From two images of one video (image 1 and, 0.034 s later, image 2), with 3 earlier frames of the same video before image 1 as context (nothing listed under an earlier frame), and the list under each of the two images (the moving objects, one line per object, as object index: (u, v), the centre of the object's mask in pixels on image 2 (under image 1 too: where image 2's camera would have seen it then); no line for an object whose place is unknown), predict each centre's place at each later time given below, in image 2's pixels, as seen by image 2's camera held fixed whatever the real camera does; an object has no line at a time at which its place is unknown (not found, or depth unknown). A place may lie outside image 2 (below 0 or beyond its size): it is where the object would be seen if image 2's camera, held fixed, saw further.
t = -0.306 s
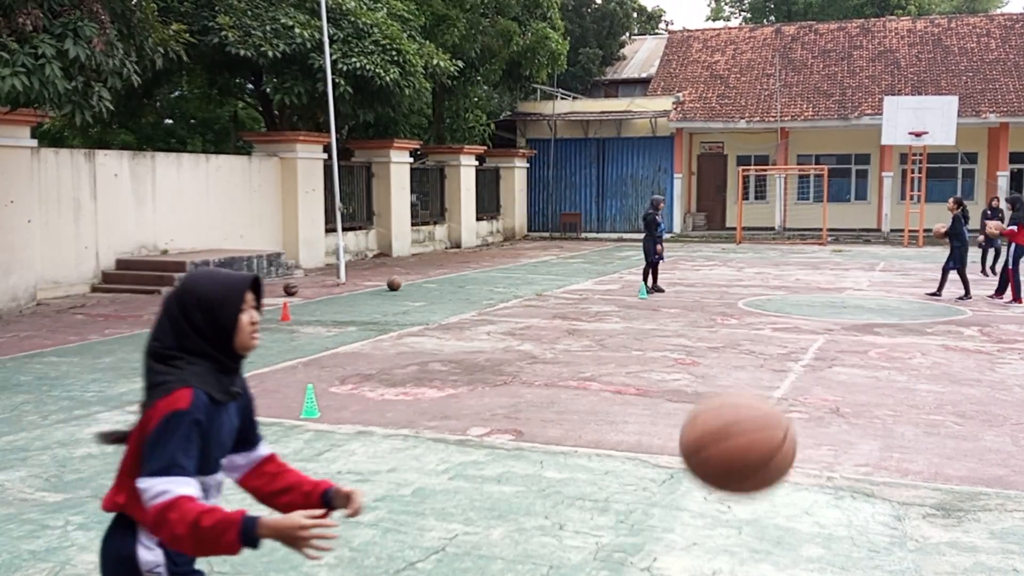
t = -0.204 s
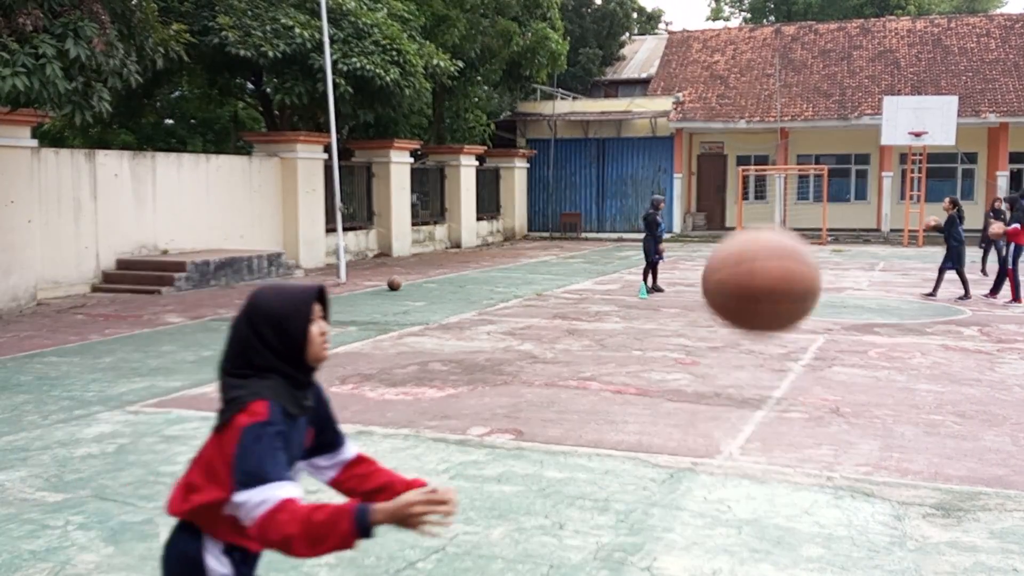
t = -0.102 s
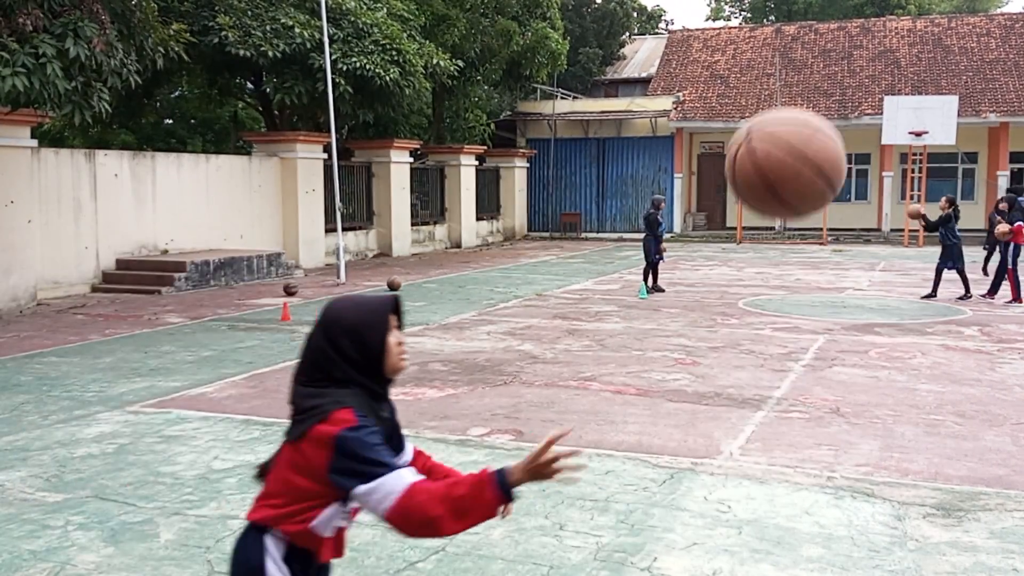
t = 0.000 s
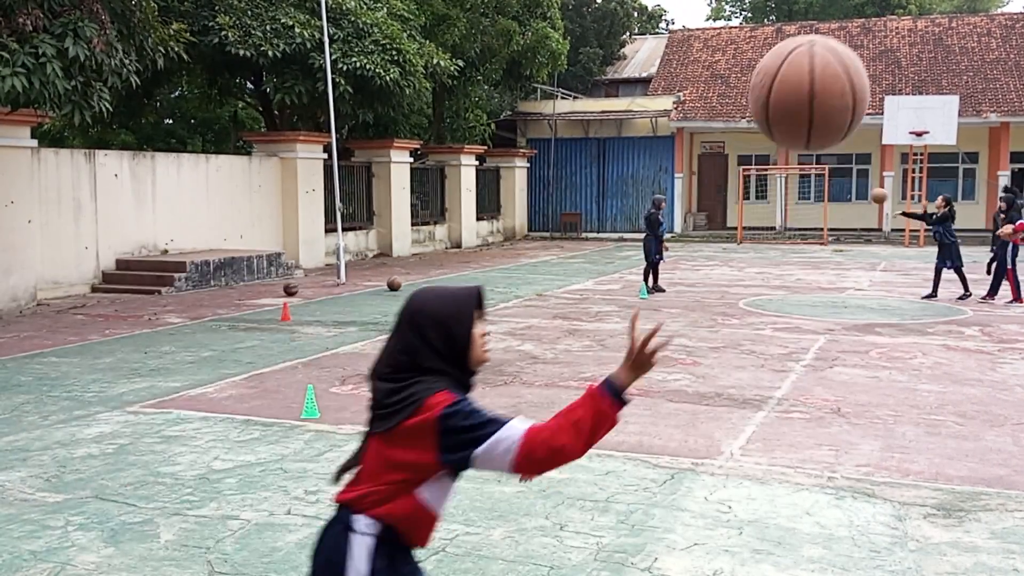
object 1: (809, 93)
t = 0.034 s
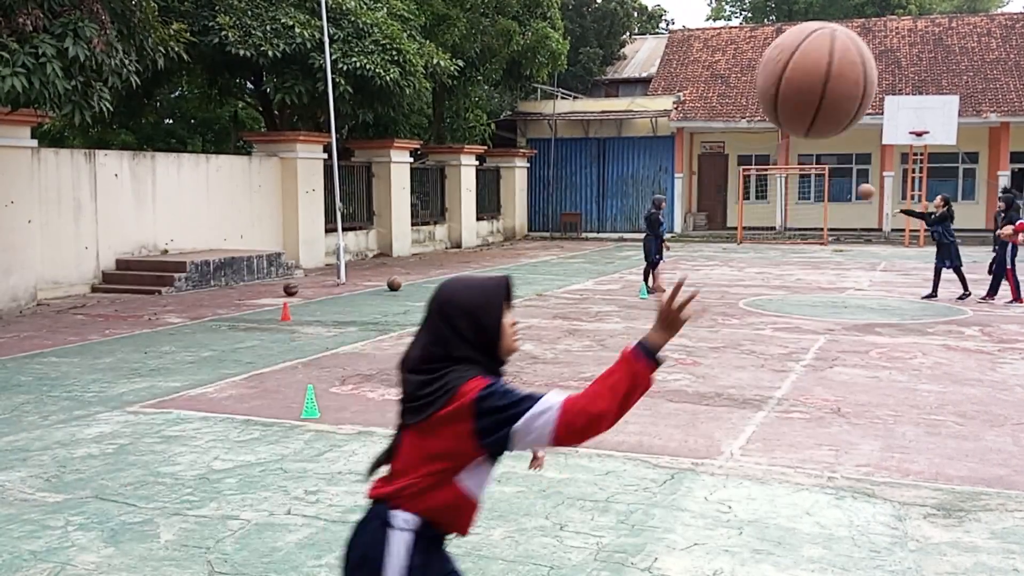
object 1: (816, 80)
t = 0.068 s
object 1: (823, 73)
